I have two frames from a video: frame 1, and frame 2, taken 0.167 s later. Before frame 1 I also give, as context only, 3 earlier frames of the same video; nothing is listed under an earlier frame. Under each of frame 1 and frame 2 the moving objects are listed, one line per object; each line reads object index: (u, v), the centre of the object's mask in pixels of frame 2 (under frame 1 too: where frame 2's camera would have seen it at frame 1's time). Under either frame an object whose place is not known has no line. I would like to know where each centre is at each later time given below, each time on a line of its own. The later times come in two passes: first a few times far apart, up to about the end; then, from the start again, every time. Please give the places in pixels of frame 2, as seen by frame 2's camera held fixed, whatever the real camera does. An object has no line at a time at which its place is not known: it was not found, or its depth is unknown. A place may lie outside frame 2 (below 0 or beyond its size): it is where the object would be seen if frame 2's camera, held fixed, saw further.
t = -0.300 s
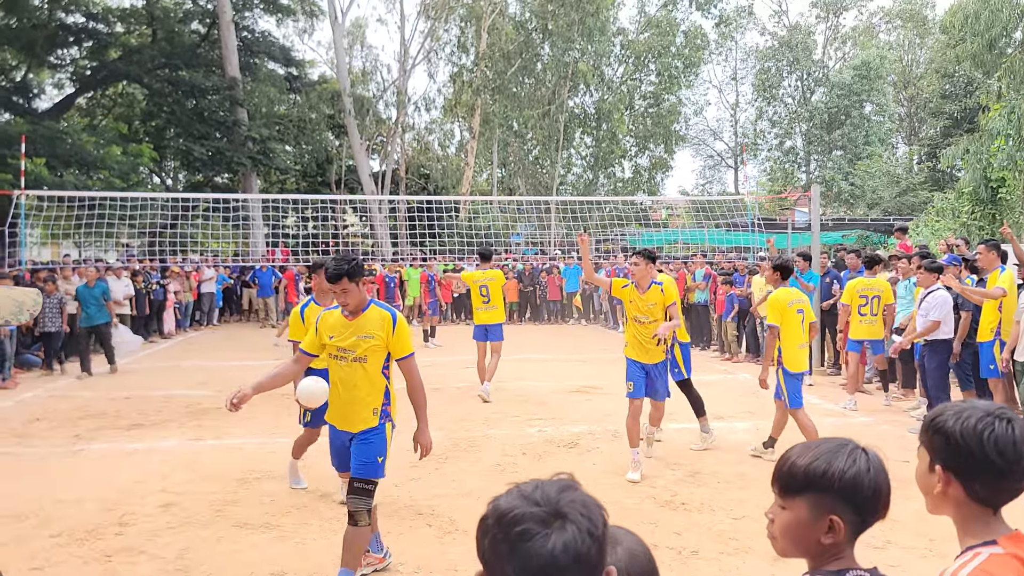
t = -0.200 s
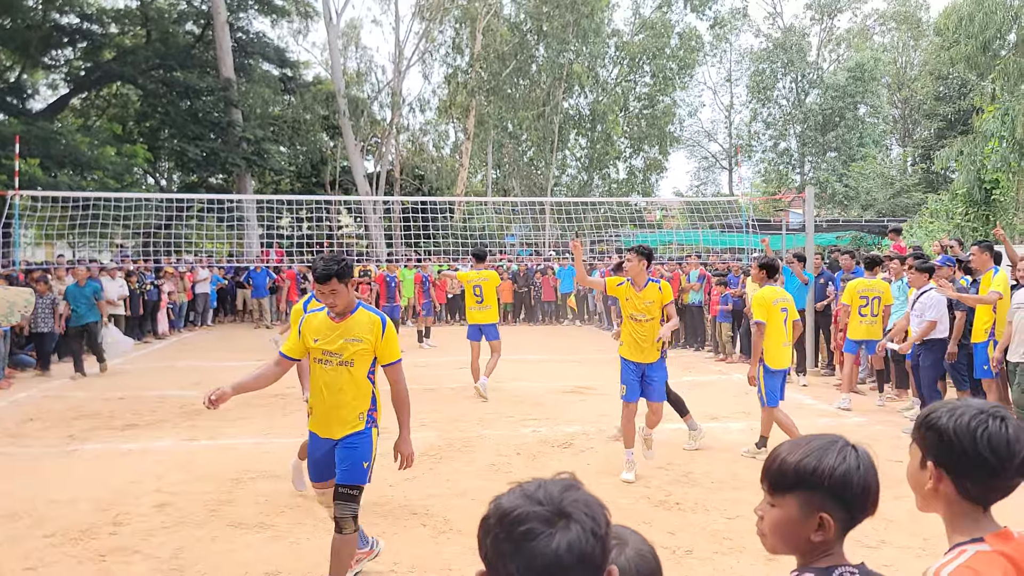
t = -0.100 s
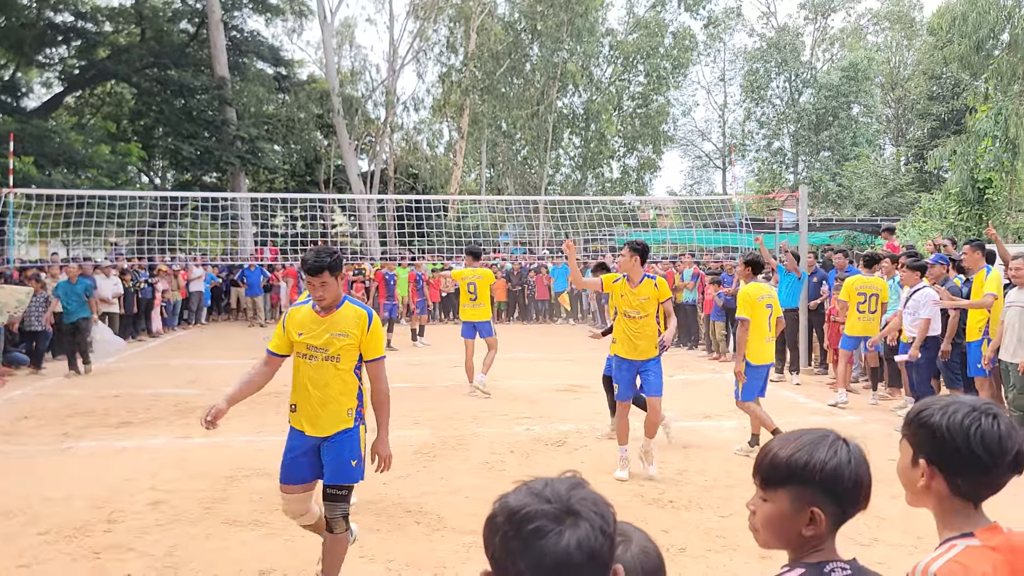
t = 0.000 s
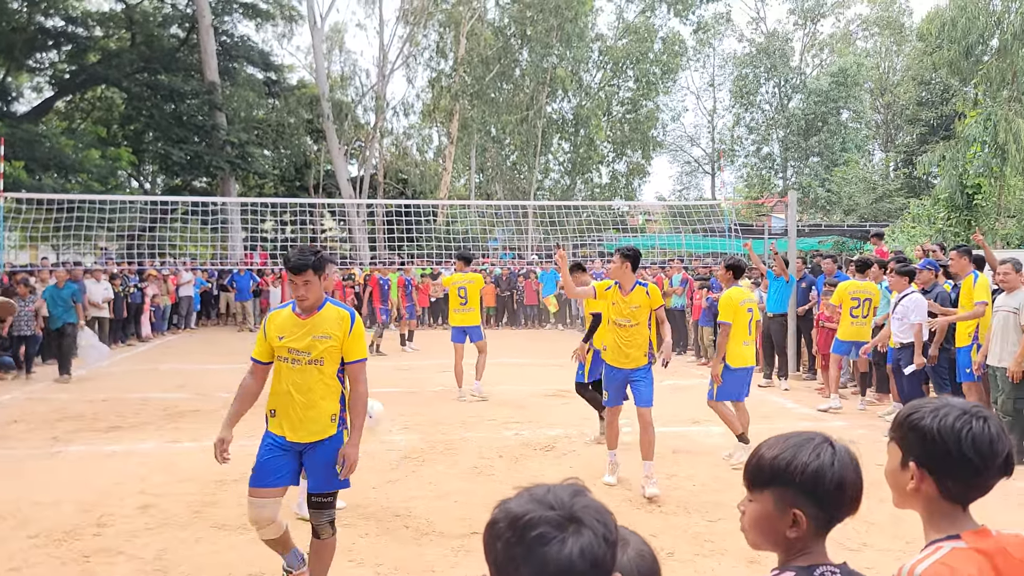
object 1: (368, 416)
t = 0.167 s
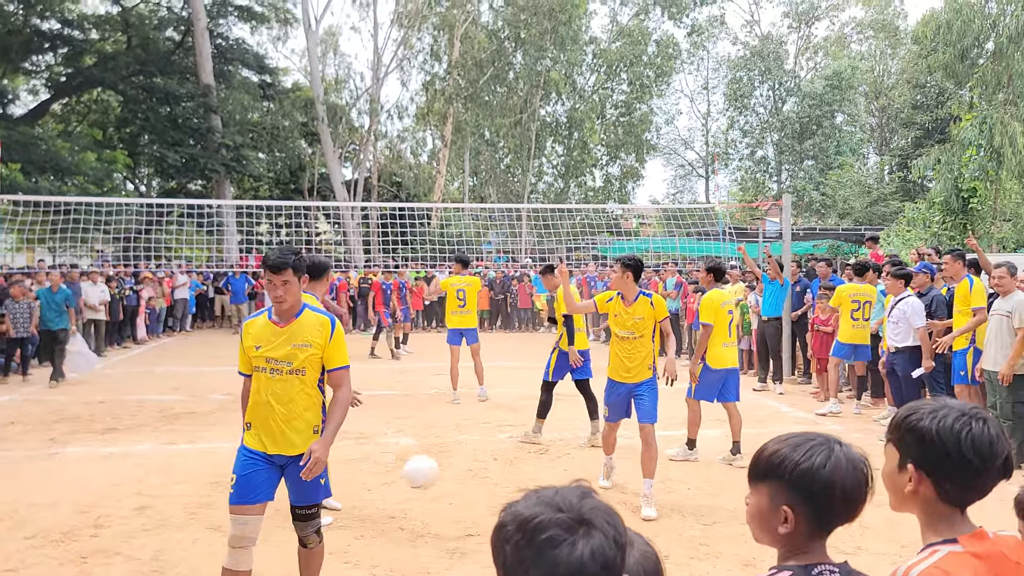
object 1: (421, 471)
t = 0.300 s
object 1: (469, 525)
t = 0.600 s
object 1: (554, 453)
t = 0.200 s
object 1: (432, 486)
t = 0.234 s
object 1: (445, 502)
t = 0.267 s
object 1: (456, 527)
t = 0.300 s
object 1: (469, 525)
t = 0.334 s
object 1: (478, 512)
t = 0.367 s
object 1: (488, 498)
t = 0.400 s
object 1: (498, 486)
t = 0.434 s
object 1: (506, 477)
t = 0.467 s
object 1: (516, 468)
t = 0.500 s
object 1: (526, 462)
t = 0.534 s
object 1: (536, 457)
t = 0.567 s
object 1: (547, 454)
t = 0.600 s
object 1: (554, 453)
